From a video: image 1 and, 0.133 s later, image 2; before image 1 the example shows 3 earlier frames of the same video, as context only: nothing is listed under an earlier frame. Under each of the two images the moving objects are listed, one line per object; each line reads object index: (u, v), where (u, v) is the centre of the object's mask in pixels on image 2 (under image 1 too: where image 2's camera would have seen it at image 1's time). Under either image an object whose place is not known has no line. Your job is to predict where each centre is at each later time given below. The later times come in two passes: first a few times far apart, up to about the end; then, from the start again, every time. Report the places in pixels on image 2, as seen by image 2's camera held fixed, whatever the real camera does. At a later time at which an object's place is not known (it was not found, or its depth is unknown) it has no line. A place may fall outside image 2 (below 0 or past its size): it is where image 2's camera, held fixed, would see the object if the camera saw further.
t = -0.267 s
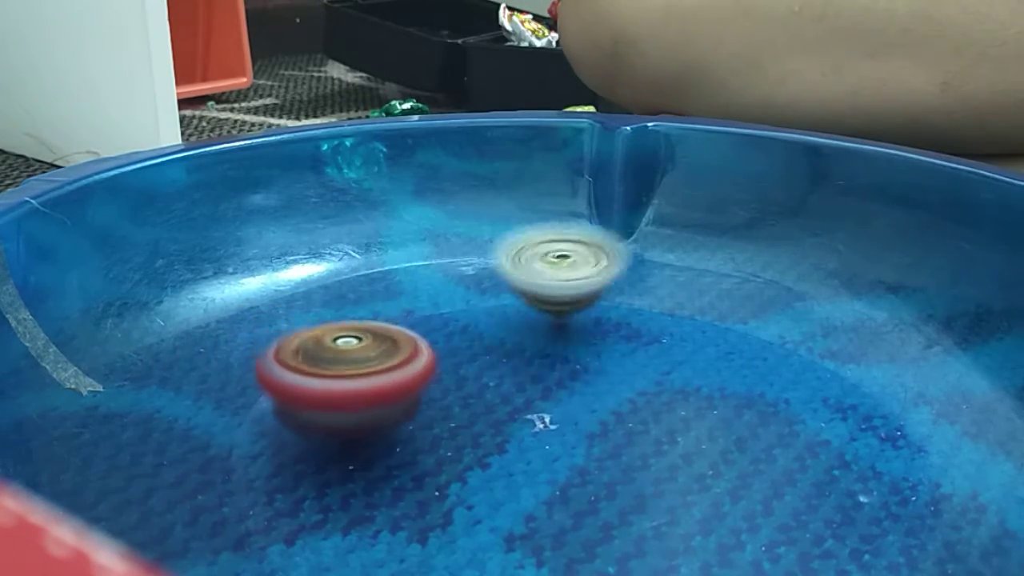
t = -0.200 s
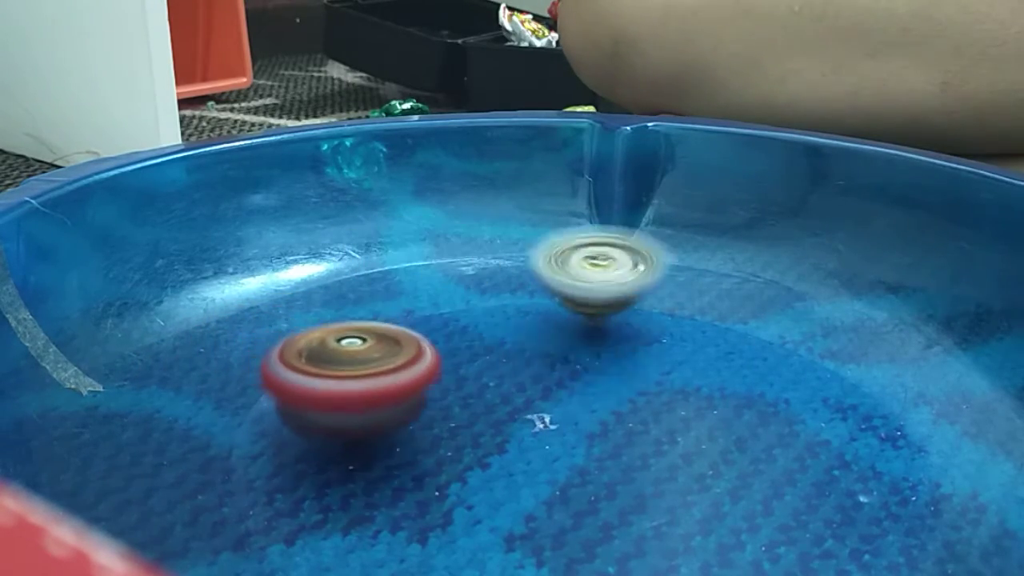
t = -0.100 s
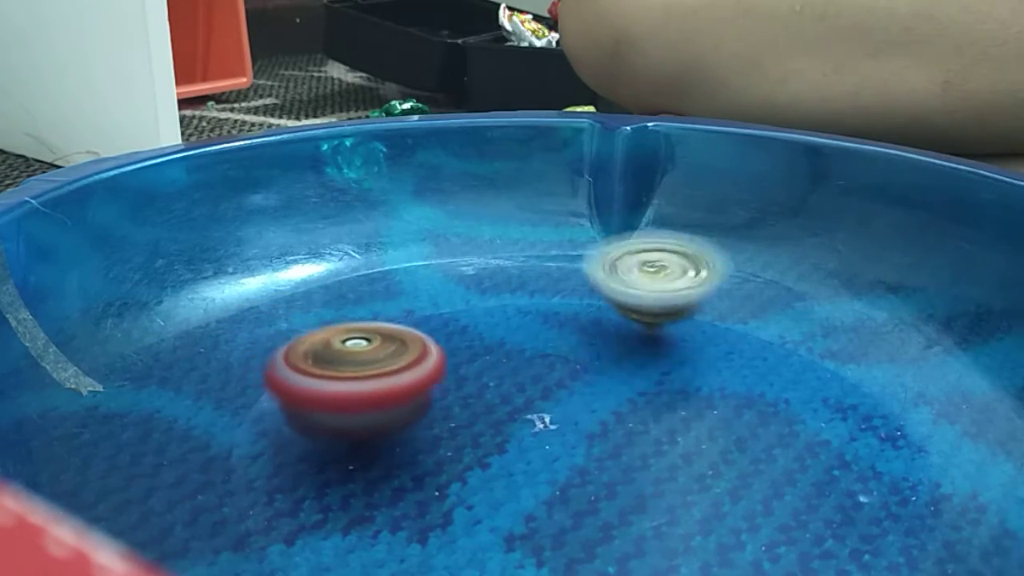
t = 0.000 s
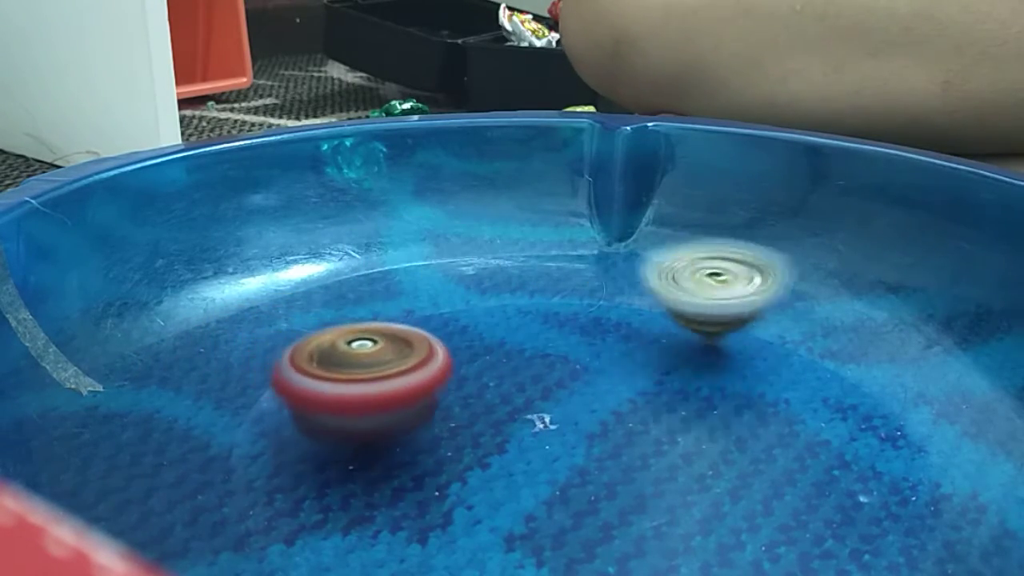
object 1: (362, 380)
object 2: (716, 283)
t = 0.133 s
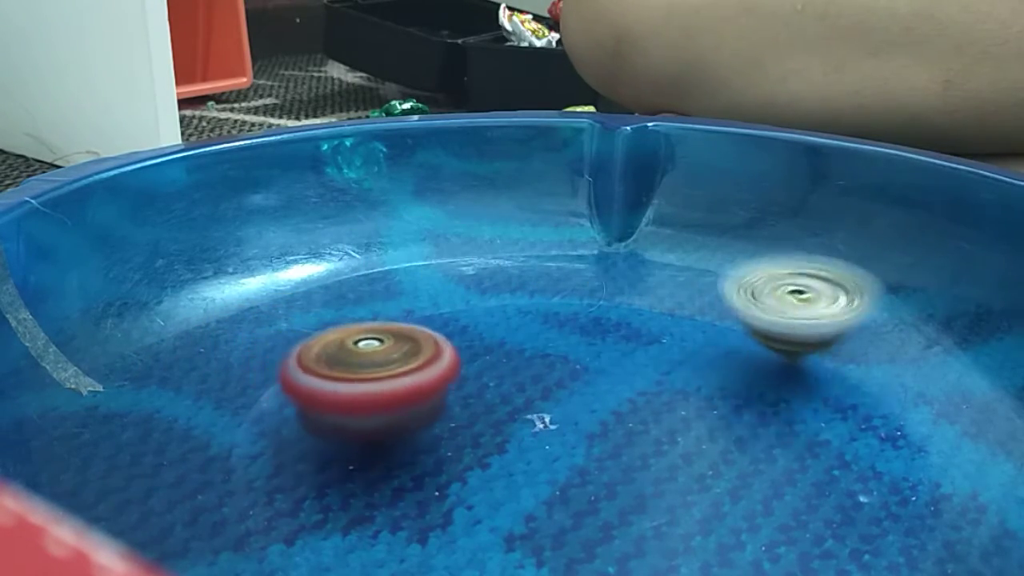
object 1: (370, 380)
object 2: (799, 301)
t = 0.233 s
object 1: (372, 379)
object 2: (860, 315)
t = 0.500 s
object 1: (378, 372)
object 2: (857, 336)
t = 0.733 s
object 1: (372, 367)
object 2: (833, 393)
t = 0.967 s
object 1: (361, 367)
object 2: (753, 454)
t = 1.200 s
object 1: (350, 370)
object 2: (614, 503)
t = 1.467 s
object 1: (342, 376)
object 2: (422, 528)
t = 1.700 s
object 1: (343, 380)
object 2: (424, 505)
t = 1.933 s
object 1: (320, 354)
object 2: (420, 495)
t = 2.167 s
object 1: (299, 341)
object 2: (569, 543)
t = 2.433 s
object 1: (281, 341)
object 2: (805, 538)
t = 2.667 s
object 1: (278, 349)
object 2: (793, 472)
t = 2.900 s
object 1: (295, 354)
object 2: (772, 400)
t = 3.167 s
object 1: (324, 347)
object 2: (798, 348)
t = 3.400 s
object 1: (330, 339)
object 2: (848, 316)
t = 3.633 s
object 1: (321, 334)
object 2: (800, 275)
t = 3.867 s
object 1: (308, 335)
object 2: (715, 283)
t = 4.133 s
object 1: (308, 342)
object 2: (651, 294)
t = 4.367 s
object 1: (325, 345)
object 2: (596, 299)
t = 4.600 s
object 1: (340, 339)
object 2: (537, 304)
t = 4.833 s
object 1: (332, 334)
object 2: (493, 303)
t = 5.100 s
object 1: (317, 332)
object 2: (496, 296)
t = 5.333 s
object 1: (312, 337)
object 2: (493, 293)
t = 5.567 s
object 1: (324, 343)
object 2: (489, 292)
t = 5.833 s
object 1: (342, 339)
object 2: (478, 292)
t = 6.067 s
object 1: (314, 340)
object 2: (550, 269)
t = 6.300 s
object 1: (303, 342)
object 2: (645, 267)
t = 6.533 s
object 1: (301, 345)
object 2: (743, 283)
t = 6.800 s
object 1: (316, 347)
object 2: (841, 321)
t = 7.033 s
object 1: (334, 342)
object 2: (889, 364)
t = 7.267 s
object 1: (334, 338)
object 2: (891, 416)
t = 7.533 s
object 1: (324, 337)
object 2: (830, 468)
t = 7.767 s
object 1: (323, 341)
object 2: (732, 496)
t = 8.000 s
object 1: (333, 342)
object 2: (614, 503)
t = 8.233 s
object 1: (345, 340)
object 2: (489, 503)
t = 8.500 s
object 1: (346, 335)
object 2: (348, 501)
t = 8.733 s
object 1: (338, 333)
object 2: (322, 484)
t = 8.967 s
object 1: (337, 329)
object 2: (320, 434)
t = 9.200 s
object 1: (353, 318)
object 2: (318, 413)
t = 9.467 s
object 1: (353, 312)
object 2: (266, 449)
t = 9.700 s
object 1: (343, 309)
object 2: (299, 479)
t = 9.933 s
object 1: (339, 314)
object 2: (359, 468)
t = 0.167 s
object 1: (371, 379)
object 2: (819, 305)
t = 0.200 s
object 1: (372, 379)
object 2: (839, 310)
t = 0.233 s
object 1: (372, 379)
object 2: (860, 315)
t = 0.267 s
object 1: (374, 377)
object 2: (872, 317)
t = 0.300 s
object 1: (375, 377)
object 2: (875, 318)
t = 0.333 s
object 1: (376, 376)
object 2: (876, 319)
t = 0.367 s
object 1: (377, 375)
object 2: (875, 320)
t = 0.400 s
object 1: (378, 374)
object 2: (869, 322)
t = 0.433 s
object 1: (377, 374)
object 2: (859, 326)
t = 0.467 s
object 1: (378, 373)
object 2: (856, 330)
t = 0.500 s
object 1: (378, 372)
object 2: (857, 336)
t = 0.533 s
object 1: (377, 372)
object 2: (857, 344)
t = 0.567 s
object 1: (377, 371)
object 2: (856, 352)
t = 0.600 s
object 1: (376, 370)
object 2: (854, 359)
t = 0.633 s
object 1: (375, 369)
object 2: (852, 368)
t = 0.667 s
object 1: (374, 368)
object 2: (847, 376)
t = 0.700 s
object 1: (373, 368)
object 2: (839, 385)
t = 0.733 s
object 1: (372, 367)
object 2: (833, 393)
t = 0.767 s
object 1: (371, 367)
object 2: (825, 402)
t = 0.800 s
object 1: (370, 367)
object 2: (815, 410)
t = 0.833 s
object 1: (368, 367)
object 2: (804, 419)
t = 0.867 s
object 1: (367, 367)
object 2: (793, 428)
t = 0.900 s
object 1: (365, 367)
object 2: (782, 437)
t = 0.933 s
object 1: (363, 367)
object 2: (768, 445)
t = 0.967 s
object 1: (361, 367)
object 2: (753, 454)
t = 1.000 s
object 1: (360, 368)
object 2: (739, 462)
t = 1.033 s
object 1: (357, 368)
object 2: (721, 470)
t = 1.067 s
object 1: (356, 369)
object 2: (702, 478)
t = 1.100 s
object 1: (354, 369)
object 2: (681, 487)
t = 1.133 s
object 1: (352, 369)
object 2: (663, 493)
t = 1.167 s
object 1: (351, 370)
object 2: (638, 498)
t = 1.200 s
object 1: (350, 370)
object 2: (614, 503)
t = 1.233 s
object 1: (348, 371)
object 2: (590, 508)
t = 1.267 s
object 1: (347, 371)
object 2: (565, 511)
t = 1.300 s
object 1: (345, 372)
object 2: (534, 514)
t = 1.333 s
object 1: (345, 372)
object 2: (505, 518)
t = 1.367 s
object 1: (344, 373)
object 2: (479, 521)
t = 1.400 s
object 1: (343, 374)
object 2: (452, 523)
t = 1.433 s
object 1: (343, 376)
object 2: (428, 526)
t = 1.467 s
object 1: (342, 376)
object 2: (422, 528)
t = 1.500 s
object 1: (341, 377)
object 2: (421, 528)
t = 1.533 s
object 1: (341, 378)
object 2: (421, 529)
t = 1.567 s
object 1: (341, 378)
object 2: (429, 527)
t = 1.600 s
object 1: (342, 379)
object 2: (437, 524)
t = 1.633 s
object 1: (342, 380)
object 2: (440, 520)
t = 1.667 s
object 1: (343, 381)
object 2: (435, 511)
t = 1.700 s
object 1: (343, 380)
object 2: (424, 505)
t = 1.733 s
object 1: (342, 378)
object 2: (410, 496)
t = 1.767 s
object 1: (342, 374)
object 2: (398, 487)
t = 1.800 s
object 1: (343, 371)
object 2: (391, 477)
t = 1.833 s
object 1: (346, 367)
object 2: (384, 465)
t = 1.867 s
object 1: (338, 362)
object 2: (381, 462)
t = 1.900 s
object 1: (327, 361)
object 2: (402, 483)
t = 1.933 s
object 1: (320, 354)
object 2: (420, 495)
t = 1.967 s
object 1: (314, 347)
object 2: (434, 505)
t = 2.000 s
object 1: (310, 345)
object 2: (447, 515)
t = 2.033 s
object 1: (307, 344)
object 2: (462, 523)
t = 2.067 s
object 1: (306, 343)
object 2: (482, 529)
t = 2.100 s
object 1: (305, 342)
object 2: (511, 535)
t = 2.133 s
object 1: (302, 341)
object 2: (539, 539)
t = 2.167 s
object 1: (299, 341)
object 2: (569, 543)
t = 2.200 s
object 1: (297, 340)
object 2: (601, 546)
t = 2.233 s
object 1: (295, 339)
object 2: (632, 549)
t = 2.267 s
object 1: (292, 339)
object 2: (665, 551)
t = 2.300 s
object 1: (289, 339)
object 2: (693, 551)
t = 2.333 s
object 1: (287, 339)
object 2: (726, 551)
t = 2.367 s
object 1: (285, 339)
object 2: (763, 548)
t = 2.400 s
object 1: (283, 340)
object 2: (785, 543)
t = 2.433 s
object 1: (281, 341)
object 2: (805, 538)
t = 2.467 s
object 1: (279, 342)
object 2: (820, 532)
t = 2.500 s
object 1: (277, 343)
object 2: (827, 524)
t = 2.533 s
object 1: (277, 344)
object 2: (828, 515)
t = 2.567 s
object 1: (277, 345)
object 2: (823, 507)
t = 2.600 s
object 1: (276, 346)
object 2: (813, 497)
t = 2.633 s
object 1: (277, 347)
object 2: (802, 485)
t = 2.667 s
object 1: (278, 349)
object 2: (793, 472)
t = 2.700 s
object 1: (279, 351)
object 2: (787, 459)
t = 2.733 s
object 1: (281, 352)
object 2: (780, 446)
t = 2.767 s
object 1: (284, 352)
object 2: (778, 437)
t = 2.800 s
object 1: (287, 353)
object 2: (775, 427)
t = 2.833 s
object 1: (289, 354)
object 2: (773, 416)
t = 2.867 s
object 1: (291, 354)
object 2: (772, 408)
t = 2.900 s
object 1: (295, 354)
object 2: (772, 400)
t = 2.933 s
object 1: (298, 353)
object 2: (773, 392)
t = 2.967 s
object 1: (301, 353)
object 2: (775, 385)
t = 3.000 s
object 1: (305, 353)
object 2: (778, 378)
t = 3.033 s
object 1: (307, 352)
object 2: (781, 370)
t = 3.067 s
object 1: (311, 351)
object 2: (784, 365)
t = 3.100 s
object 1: (316, 350)
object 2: (788, 359)
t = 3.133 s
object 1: (320, 349)
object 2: (792, 352)
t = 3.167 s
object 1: (324, 347)
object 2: (798, 348)
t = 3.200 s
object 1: (327, 345)
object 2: (804, 343)
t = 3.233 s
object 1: (327, 345)
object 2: (810, 337)
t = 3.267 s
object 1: (328, 343)
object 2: (818, 334)
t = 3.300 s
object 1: (330, 342)
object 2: (825, 329)
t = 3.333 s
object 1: (330, 341)
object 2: (833, 324)
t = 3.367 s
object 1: (330, 339)
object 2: (841, 320)
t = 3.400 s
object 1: (330, 339)
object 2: (848, 316)
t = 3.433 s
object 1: (330, 338)
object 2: (856, 310)
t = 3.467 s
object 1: (329, 337)
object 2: (855, 304)
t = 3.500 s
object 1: (328, 336)
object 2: (848, 297)
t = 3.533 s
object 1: (326, 336)
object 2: (839, 289)
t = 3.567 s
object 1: (325, 336)
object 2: (829, 283)
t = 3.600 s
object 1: (322, 335)
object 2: (815, 278)
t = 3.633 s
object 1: (321, 334)
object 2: (800, 275)
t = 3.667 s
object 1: (319, 334)
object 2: (783, 274)
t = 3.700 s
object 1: (316, 333)
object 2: (764, 274)
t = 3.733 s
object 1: (314, 334)
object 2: (745, 276)
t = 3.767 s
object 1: (313, 334)
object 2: (734, 279)
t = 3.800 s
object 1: (310, 334)
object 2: (727, 280)
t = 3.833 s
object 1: (310, 335)
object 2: (721, 282)
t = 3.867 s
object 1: (308, 335)
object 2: (715, 283)
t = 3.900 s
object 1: (307, 336)
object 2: (707, 285)
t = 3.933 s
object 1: (306, 336)
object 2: (700, 286)
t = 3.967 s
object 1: (306, 338)
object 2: (691, 288)
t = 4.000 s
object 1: (305, 339)
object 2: (682, 289)
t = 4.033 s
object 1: (305, 340)
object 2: (675, 290)
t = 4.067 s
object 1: (306, 340)
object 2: (666, 292)
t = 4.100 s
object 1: (307, 341)
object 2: (658, 293)
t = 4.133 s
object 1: (308, 342)
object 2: (651, 294)
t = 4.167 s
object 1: (310, 343)
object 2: (644, 295)
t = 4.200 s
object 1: (312, 343)
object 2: (636, 296)
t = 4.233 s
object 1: (314, 344)
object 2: (629, 298)
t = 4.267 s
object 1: (316, 344)
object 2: (620, 297)
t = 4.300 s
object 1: (319, 345)
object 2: (612, 298)
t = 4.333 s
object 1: (322, 345)
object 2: (603, 298)
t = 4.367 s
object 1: (325, 345)
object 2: (596, 299)
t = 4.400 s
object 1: (327, 344)
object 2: (588, 300)
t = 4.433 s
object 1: (329, 344)
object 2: (579, 300)
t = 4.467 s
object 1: (332, 343)
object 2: (570, 301)
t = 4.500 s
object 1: (335, 343)
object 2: (563, 302)
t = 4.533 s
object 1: (337, 342)
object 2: (554, 302)
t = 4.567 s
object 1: (339, 340)
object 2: (546, 303)
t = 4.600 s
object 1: (340, 339)
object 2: (537, 304)
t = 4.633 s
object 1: (341, 338)
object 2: (527, 303)
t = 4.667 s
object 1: (342, 336)
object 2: (519, 304)
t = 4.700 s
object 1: (343, 336)
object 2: (510, 304)
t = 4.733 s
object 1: (342, 335)
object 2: (501, 305)
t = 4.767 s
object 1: (341, 334)
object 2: (493, 304)
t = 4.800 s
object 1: (336, 334)
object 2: (492, 303)
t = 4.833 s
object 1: (332, 334)
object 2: (493, 303)
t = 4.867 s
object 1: (331, 333)
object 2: (493, 300)
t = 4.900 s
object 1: (329, 333)
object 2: (493, 301)
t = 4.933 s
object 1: (327, 332)
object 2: (494, 299)
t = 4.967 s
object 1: (325, 332)
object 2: (497, 299)
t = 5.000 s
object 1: (323, 332)
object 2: (495, 299)
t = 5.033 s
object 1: (320, 331)
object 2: (497, 296)
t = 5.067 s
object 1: (319, 332)
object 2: (496, 297)
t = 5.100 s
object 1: (317, 332)
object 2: (496, 296)
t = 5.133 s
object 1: (315, 333)
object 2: (497, 295)
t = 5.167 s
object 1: (314, 334)
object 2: (495, 295)
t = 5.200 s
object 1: (313, 334)
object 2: (496, 293)
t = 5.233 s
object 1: (312, 335)
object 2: (495, 294)
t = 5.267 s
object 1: (312, 336)
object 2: (495, 292)
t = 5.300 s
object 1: (312, 337)
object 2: (495, 293)
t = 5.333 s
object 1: (312, 337)
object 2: (493, 293)
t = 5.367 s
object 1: (312, 339)
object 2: (494, 291)
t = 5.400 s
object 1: (314, 340)
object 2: (492, 292)
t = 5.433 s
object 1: (315, 341)
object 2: (493, 290)
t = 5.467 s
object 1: (317, 341)
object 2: (493, 292)
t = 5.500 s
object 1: (319, 342)
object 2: (491, 291)
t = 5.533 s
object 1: (321, 342)
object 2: (491, 290)
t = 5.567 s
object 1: (324, 343)
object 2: (489, 292)
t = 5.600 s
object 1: (327, 343)
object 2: (489, 290)
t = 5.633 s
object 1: (329, 343)
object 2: (487, 291)
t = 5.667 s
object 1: (332, 342)
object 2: (485, 290)
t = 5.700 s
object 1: (334, 342)
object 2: (485, 291)
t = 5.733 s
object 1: (337, 341)
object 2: (483, 292)
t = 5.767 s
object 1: (339, 341)
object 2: (481, 290)
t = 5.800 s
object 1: (341, 340)
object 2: (479, 293)
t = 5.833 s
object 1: (342, 339)
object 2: (478, 292)
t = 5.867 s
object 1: (345, 338)
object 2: (477, 293)
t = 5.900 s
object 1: (337, 338)
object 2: (486, 286)
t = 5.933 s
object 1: (324, 340)
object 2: (497, 281)
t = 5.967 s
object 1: (317, 341)
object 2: (510, 277)
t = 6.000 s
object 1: (315, 341)
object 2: (524, 273)
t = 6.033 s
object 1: (315, 340)
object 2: (536, 271)
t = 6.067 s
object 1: (314, 340)
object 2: (550, 269)
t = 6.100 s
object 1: (311, 340)
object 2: (562, 268)
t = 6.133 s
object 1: (311, 340)
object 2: (576, 266)
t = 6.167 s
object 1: (310, 340)
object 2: (589, 265)
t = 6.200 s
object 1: (308, 340)
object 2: (603, 265)
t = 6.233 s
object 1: (306, 340)
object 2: (617, 265)
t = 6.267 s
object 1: (305, 341)
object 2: (631, 265)
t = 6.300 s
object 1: (303, 342)
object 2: (645, 267)
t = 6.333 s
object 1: (302, 342)
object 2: (660, 268)
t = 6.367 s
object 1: (301, 343)
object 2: (675, 270)
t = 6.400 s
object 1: (301, 344)
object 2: (687, 271)
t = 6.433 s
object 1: (301, 344)
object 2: (703, 274)
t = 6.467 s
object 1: (301, 345)
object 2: (716, 277)
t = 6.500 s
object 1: (301, 345)
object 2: (731, 280)
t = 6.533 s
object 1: (301, 345)
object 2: (743, 283)
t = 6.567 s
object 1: (302, 346)
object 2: (758, 287)
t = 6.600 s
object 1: (304, 347)
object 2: (770, 291)
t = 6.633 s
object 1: (306, 347)
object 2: (784, 295)
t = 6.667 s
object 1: (308, 347)
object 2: (796, 300)
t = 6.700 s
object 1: (310, 347)
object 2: (810, 304)
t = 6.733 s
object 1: (312, 347)
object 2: (820, 310)
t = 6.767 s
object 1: (315, 347)
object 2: (831, 315)
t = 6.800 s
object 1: (316, 347)
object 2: (841, 321)
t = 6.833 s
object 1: (318, 346)
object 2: (850, 325)
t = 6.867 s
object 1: (324, 346)
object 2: (858, 332)
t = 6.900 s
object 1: (327, 345)
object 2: (866, 337)
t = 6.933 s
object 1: (330, 344)
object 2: (872, 344)
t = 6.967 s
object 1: (333, 344)
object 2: (879, 350)
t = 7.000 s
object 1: (333, 343)
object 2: (884, 358)
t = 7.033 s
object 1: (334, 342)
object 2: (889, 364)
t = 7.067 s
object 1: (335, 342)
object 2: (893, 373)
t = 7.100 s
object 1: (335, 342)
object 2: (895, 379)
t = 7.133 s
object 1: (335, 341)
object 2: (897, 387)
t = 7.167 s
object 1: (335, 340)
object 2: (897, 393)
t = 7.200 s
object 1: (335, 339)
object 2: (896, 402)
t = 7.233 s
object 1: (335, 339)
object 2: (894, 408)
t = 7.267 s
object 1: (334, 338)
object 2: (891, 416)
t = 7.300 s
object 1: (333, 337)
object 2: (887, 423)
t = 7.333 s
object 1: (332, 337)
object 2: (882, 431)
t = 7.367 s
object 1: (331, 337)
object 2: (876, 438)
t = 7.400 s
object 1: (330, 337)
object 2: (870, 444)
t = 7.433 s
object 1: (328, 336)
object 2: (861, 451)
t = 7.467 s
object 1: (327, 336)
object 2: (852, 457)
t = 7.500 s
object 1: (326, 337)
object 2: (842, 462)
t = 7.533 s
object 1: (324, 337)
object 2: (830, 468)
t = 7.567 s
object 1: (324, 338)
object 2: (817, 474)
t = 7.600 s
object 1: (323, 338)
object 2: (804, 479)
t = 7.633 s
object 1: (323, 339)
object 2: (790, 483)
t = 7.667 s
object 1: (322, 339)
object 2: (776, 487)
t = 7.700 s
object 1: (322, 340)
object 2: (762, 490)
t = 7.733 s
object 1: (323, 340)
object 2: (747, 493)
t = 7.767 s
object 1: (323, 341)
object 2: (732, 496)
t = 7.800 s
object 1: (324, 341)
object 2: (717, 497)
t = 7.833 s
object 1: (325, 341)
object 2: (701, 499)
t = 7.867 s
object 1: (325, 342)
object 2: (684, 500)
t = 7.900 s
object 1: (327, 342)
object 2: (667, 501)
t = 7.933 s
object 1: (329, 342)
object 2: (650, 502)
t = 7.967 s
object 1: (331, 343)
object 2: (632, 503)
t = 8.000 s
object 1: (333, 342)
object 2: (614, 503)
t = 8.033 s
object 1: (335, 343)
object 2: (597, 504)
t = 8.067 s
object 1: (337, 343)
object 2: (581, 504)
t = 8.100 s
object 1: (339, 342)
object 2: (562, 504)
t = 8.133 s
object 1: (340, 342)
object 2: (543, 504)
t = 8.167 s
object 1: (342, 341)
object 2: (525, 504)
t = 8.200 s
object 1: (343, 341)
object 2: (508, 503)
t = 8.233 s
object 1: (345, 340)
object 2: (489, 503)
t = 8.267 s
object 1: (346, 339)
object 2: (470, 502)
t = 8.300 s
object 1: (346, 339)
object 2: (452, 503)
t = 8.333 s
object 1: (346, 337)
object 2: (434, 502)
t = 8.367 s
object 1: (346, 337)
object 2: (415, 502)
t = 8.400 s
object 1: (347, 337)
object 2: (396, 502)
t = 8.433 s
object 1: (347, 336)
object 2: (379, 502)
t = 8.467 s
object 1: (346, 336)
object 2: (363, 501)
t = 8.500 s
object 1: (346, 335)
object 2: (348, 501)
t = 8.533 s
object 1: (345, 335)
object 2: (332, 500)
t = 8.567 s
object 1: (344, 335)
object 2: (320, 501)
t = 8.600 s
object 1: (343, 335)
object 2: (321, 500)
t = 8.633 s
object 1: (342, 334)
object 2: (325, 499)
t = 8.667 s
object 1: (341, 334)
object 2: (329, 494)
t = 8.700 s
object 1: (340, 334)
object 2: (325, 492)
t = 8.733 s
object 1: (338, 333)
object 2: (322, 484)
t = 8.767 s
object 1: (338, 334)
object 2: (322, 477)
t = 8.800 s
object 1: (337, 334)
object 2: (320, 469)
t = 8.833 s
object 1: (337, 334)
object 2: (320, 462)
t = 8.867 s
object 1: (337, 333)
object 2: (318, 455)
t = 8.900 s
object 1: (336, 332)
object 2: (319, 448)
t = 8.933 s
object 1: (337, 330)
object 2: (319, 442)
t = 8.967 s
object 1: (337, 329)
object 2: (320, 434)
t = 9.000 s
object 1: (338, 328)
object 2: (322, 427)
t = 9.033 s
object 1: (339, 325)
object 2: (324, 421)
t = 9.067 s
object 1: (341, 325)
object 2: (324, 415)
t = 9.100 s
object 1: (343, 322)
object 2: (327, 408)
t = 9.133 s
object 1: (344, 321)
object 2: (328, 403)
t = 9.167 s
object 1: (349, 317)
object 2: (321, 407)
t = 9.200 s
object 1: (353, 318)
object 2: (318, 413)
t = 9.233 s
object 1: (357, 316)
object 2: (317, 416)
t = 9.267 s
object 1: (359, 314)
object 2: (312, 419)
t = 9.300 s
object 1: (358, 315)
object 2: (302, 425)
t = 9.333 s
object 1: (357, 314)
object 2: (297, 430)
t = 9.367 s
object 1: (357, 315)
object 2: (290, 435)
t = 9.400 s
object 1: (356, 314)
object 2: (281, 440)
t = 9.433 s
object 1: (355, 312)
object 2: (276, 445)
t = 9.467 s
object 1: (353, 312)
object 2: (266, 449)
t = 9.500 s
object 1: (352, 311)
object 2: (259, 454)
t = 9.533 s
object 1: (351, 308)
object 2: (251, 460)
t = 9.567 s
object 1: (350, 308)
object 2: (253, 465)
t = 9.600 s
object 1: (348, 309)
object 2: (264, 470)
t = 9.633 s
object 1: (346, 308)
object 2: (272, 472)
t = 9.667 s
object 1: (344, 308)
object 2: (283, 478)
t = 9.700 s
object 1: (343, 309)
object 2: (299, 479)
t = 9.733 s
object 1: (340, 309)
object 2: (302, 479)
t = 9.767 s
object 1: (340, 309)
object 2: (309, 479)
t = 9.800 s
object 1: (339, 310)
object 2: (322, 475)
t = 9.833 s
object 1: (339, 311)
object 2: (332, 474)
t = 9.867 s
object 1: (338, 312)
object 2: (340, 472)
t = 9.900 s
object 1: (339, 312)
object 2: (352, 470)
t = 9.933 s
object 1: (339, 314)
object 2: (359, 468)
